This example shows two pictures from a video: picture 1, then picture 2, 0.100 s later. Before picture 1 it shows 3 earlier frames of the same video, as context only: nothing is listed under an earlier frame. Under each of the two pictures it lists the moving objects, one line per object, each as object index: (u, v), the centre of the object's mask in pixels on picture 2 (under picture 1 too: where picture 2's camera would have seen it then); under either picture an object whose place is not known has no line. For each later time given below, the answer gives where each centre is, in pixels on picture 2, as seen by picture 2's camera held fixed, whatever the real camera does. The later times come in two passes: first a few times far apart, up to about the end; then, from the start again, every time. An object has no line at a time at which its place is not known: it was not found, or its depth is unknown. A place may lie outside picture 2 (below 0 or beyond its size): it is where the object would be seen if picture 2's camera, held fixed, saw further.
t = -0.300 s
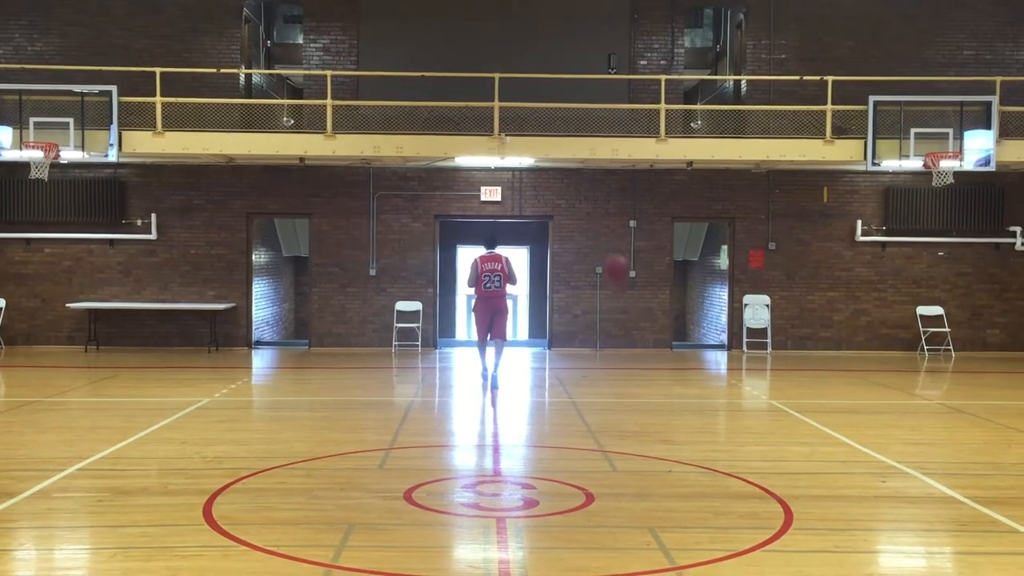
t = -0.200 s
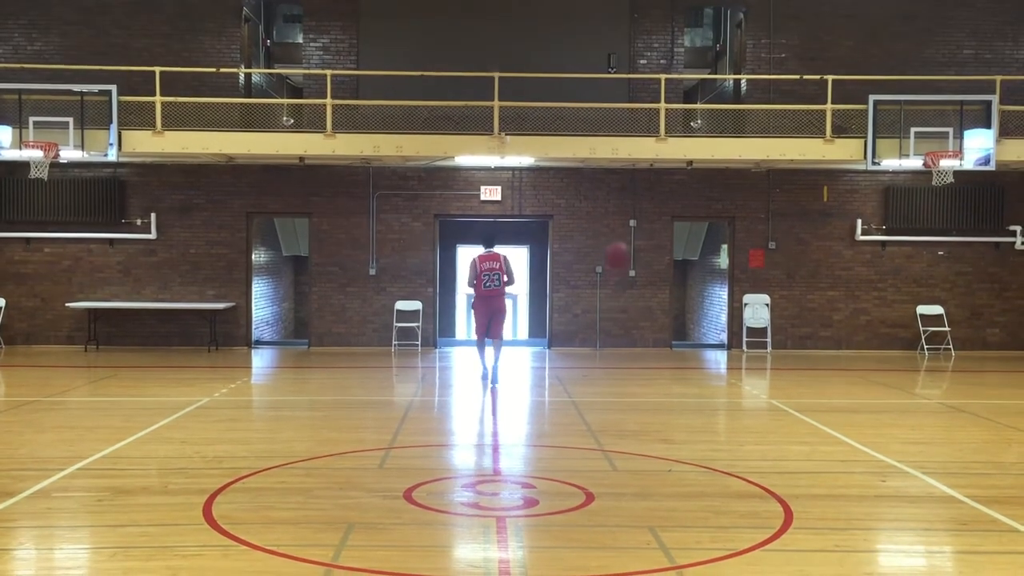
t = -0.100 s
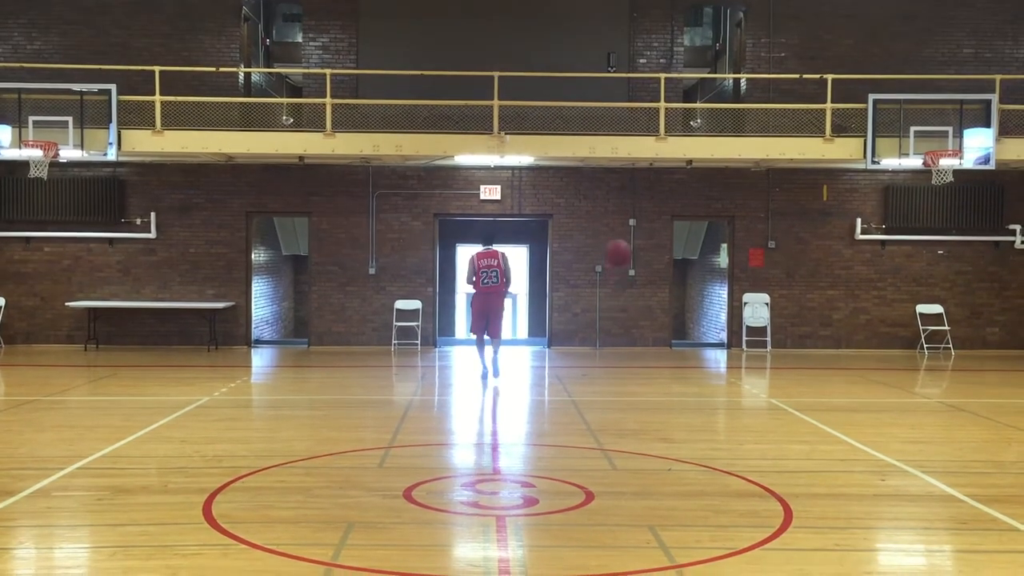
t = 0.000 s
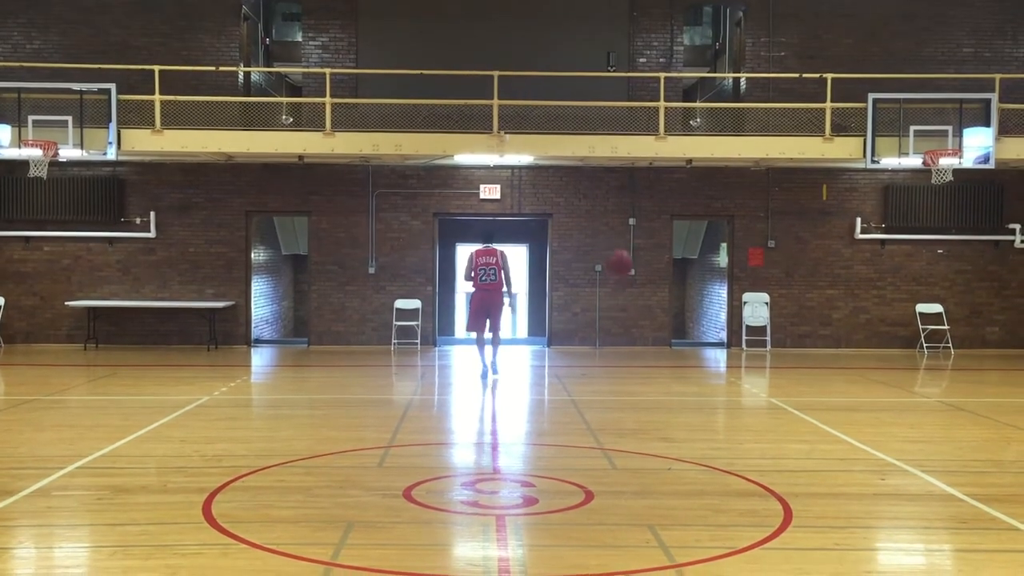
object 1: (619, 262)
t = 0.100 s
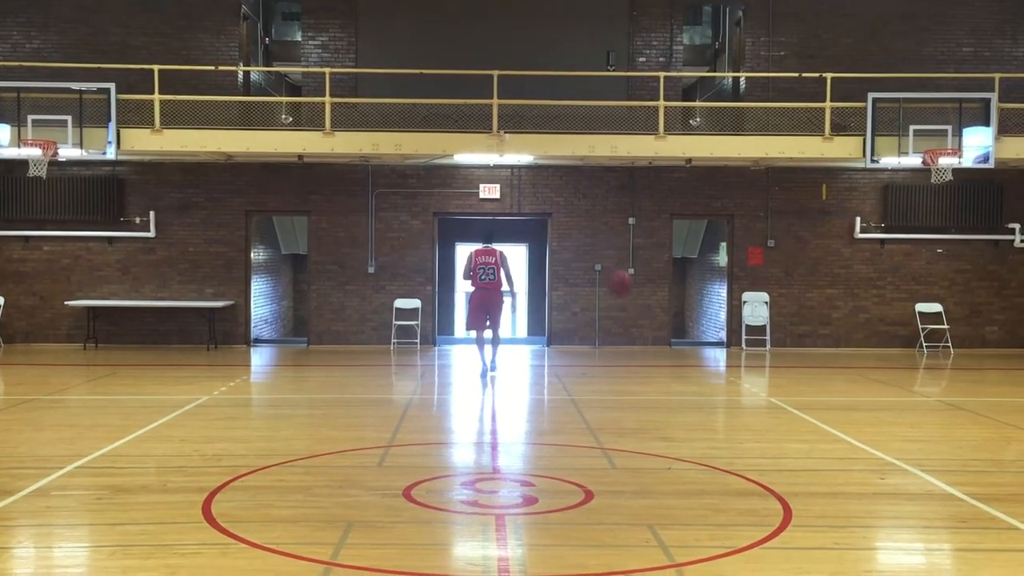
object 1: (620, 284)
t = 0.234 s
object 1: (621, 328)
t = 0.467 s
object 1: (622, 395)
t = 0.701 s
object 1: (626, 325)
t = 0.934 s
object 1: (627, 313)
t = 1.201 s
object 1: (631, 370)
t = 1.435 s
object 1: (632, 370)
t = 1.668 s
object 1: (634, 341)
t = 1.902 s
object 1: (635, 369)
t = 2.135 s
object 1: (636, 378)
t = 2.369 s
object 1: (637, 359)
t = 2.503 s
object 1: (638, 371)
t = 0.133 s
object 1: (620, 294)
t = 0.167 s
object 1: (621, 304)
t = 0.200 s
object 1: (621, 318)
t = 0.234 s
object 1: (621, 328)
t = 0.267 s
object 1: (621, 344)
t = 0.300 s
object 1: (621, 359)
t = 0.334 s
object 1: (621, 376)
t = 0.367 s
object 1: (621, 393)
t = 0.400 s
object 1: (621, 412)
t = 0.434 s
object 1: (622, 411)
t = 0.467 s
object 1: (622, 395)
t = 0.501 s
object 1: (623, 382)
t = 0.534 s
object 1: (623, 370)
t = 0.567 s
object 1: (624, 358)
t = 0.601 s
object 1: (625, 348)
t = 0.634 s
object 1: (625, 339)
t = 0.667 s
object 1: (625, 331)
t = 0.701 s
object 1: (626, 325)
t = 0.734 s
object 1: (627, 320)
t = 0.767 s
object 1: (626, 316)
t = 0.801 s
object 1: (627, 314)
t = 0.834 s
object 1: (627, 312)
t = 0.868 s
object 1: (627, 311)
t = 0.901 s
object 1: (627, 312)
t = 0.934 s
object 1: (627, 313)
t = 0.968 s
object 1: (629, 317)
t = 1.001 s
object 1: (630, 320)
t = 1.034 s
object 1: (630, 325)
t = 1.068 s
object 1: (631, 332)
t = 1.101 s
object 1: (631, 341)
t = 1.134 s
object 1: (630, 348)
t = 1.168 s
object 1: (631, 360)
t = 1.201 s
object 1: (631, 370)
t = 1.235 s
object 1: (631, 382)
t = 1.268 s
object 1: (631, 396)
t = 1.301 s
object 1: (631, 408)
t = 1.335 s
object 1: (631, 398)
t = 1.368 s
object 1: (632, 387)
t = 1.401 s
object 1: (632, 378)
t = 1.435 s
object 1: (632, 370)
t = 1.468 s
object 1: (632, 362)
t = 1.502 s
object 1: (633, 355)
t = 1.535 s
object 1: (633, 350)
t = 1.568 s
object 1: (633, 346)
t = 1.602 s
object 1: (634, 343)
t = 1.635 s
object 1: (634, 342)
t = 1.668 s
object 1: (634, 341)
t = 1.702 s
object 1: (634, 342)
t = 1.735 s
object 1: (634, 343)
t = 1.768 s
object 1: (634, 345)
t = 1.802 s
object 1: (634, 349)
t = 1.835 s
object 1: (635, 355)
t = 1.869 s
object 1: (635, 361)
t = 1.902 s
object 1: (635, 369)
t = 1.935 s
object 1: (635, 376)
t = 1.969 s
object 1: (635, 385)
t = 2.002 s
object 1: (635, 396)
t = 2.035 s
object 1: (635, 403)
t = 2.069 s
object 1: (635, 393)
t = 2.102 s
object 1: (635, 385)
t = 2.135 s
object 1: (636, 378)
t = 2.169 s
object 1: (636, 372)
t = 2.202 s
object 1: (636, 367)
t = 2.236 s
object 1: (637, 363)
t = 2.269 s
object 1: (637, 360)
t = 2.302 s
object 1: (637, 359)
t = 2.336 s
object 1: (637, 358)
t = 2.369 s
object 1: (637, 359)
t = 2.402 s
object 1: (637, 360)
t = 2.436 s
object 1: (638, 363)
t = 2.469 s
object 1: (638, 366)
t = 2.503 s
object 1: (638, 371)
